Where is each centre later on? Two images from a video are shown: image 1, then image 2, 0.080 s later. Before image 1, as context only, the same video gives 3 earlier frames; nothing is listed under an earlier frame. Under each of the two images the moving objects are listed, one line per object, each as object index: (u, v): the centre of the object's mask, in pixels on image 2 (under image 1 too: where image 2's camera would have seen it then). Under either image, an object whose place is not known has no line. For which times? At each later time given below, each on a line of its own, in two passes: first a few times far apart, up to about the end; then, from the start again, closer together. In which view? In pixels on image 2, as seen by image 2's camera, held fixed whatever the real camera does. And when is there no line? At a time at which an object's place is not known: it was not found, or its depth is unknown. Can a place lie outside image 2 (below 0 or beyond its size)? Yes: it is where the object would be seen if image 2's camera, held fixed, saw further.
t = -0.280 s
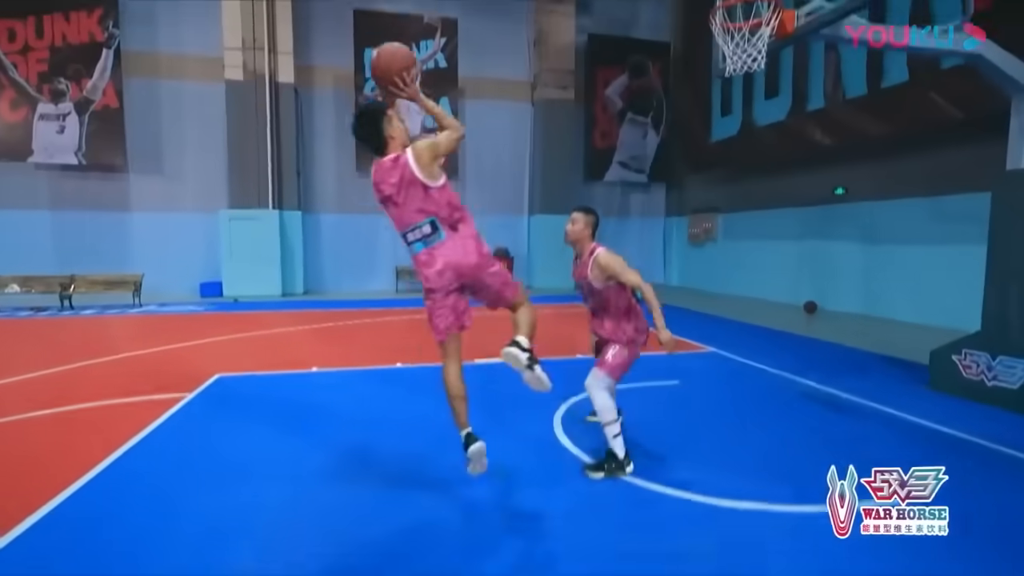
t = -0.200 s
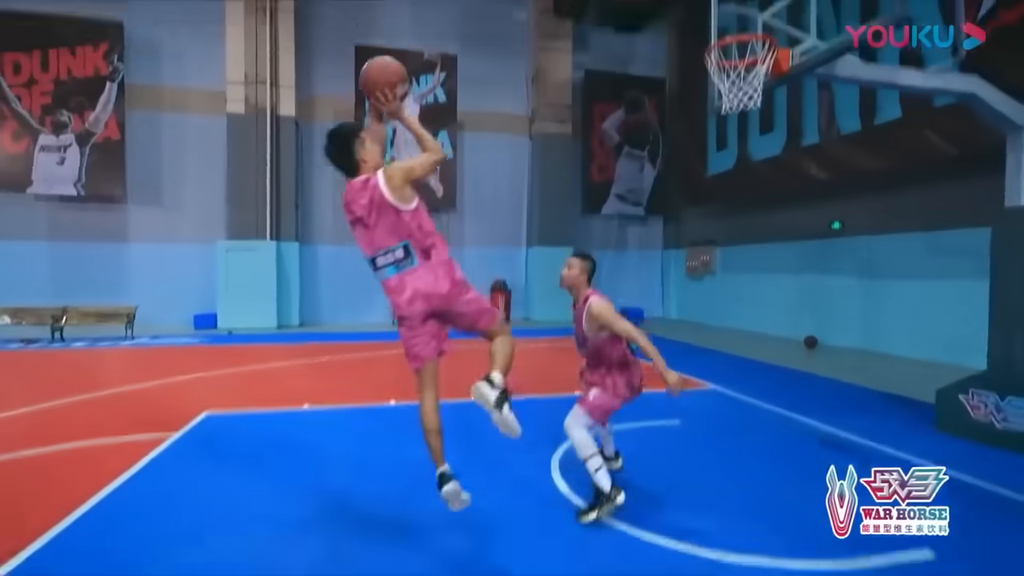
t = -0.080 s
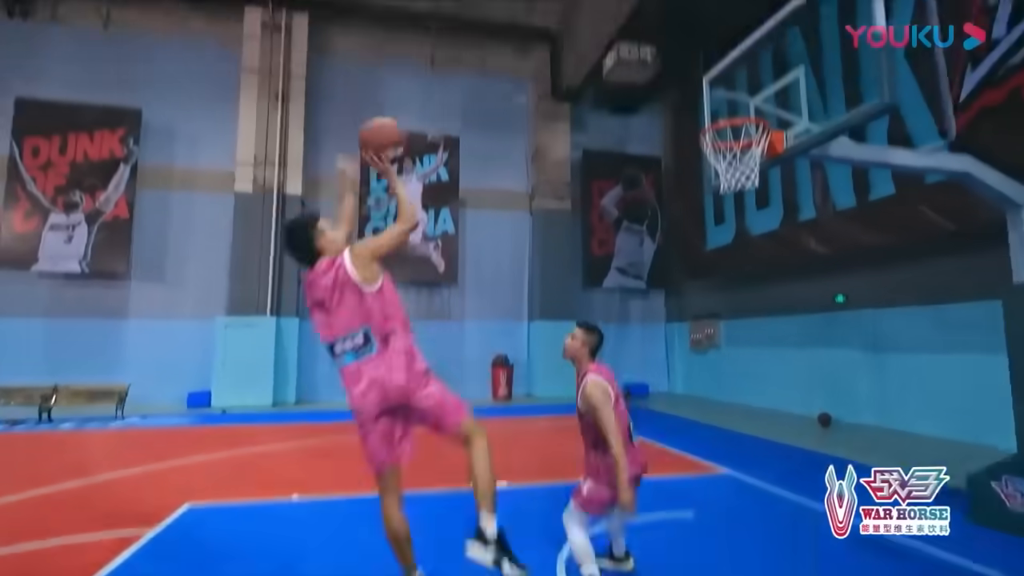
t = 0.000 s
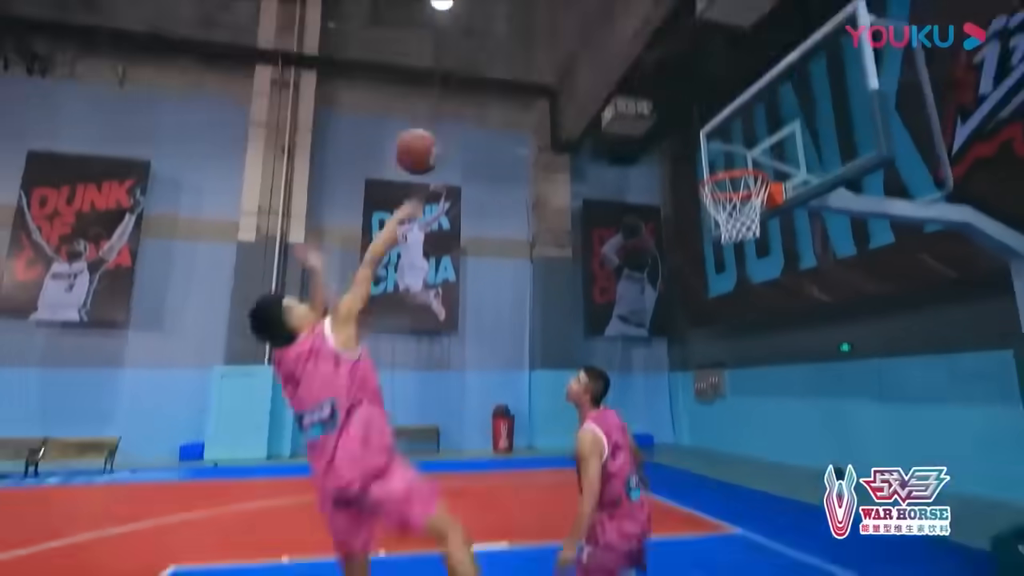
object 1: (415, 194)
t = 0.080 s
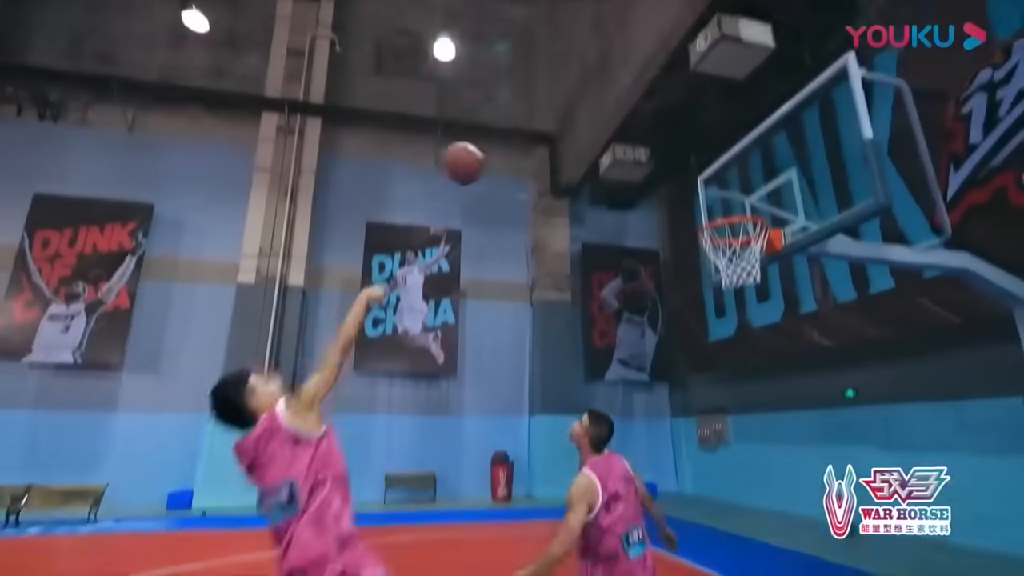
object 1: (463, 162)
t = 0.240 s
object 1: (536, 133)
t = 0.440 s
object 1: (610, 146)
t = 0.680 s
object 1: (683, 213)
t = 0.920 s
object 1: (589, 203)
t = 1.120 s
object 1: (516, 255)
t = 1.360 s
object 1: (425, 386)
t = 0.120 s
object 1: (484, 151)
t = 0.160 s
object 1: (502, 143)
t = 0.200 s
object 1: (520, 136)
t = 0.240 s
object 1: (536, 133)
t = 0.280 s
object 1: (553, 131)
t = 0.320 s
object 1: (568, 132)
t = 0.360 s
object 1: (582, 134)
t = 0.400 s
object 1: (596, 139)
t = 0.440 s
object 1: (610, 146)
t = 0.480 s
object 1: (623, 151)
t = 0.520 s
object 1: (636, 161)
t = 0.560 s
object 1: (651, 172)
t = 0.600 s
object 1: (663, 184)
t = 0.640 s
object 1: (674, 199)
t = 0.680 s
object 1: (683, 213)
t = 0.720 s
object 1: (667, 206)
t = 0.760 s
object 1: (651, 201)
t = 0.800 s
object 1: (635, 199)
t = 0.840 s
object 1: (620, 199)
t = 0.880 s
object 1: (605, 200)
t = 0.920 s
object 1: (589, 203)
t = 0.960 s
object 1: (574, 209)
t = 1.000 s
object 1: (560, 218)
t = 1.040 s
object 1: (545, 228)
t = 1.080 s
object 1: (531, 241)
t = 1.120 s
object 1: (516, 255)
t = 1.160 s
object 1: (501, 271)
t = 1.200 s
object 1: (486, 289)
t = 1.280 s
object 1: (457, 332)
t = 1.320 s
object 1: (442, 356)
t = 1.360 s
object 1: (425, 386)
